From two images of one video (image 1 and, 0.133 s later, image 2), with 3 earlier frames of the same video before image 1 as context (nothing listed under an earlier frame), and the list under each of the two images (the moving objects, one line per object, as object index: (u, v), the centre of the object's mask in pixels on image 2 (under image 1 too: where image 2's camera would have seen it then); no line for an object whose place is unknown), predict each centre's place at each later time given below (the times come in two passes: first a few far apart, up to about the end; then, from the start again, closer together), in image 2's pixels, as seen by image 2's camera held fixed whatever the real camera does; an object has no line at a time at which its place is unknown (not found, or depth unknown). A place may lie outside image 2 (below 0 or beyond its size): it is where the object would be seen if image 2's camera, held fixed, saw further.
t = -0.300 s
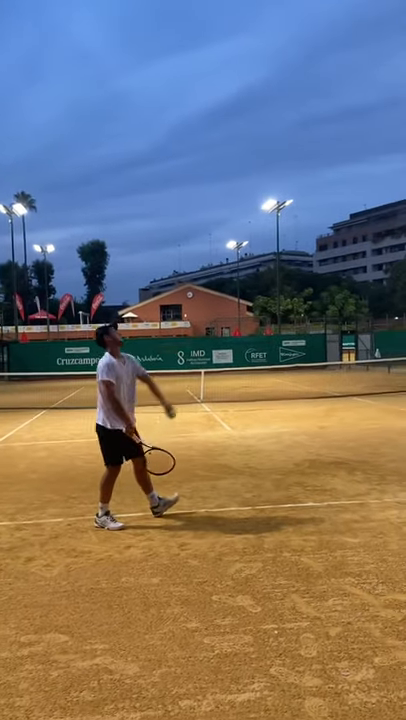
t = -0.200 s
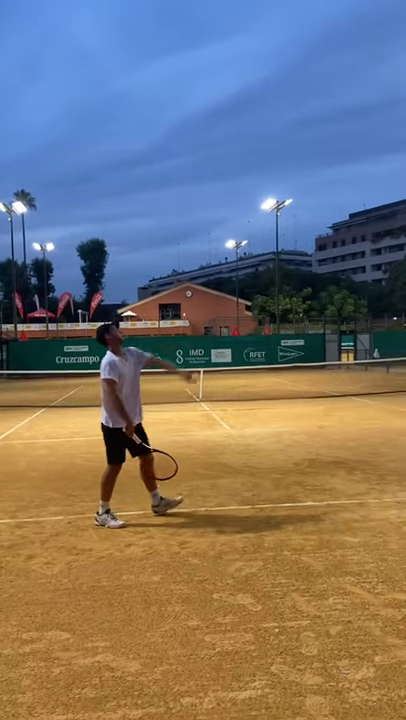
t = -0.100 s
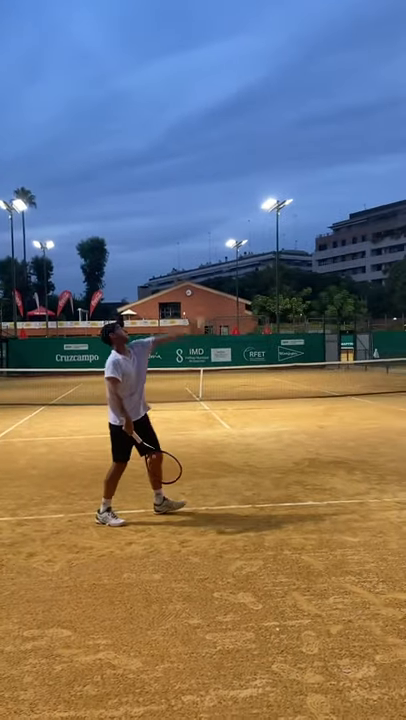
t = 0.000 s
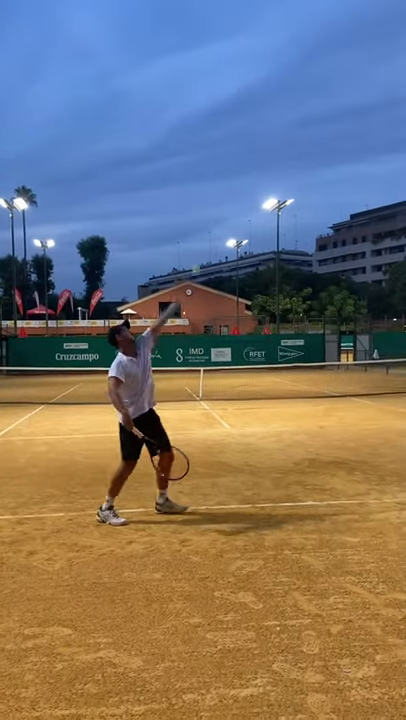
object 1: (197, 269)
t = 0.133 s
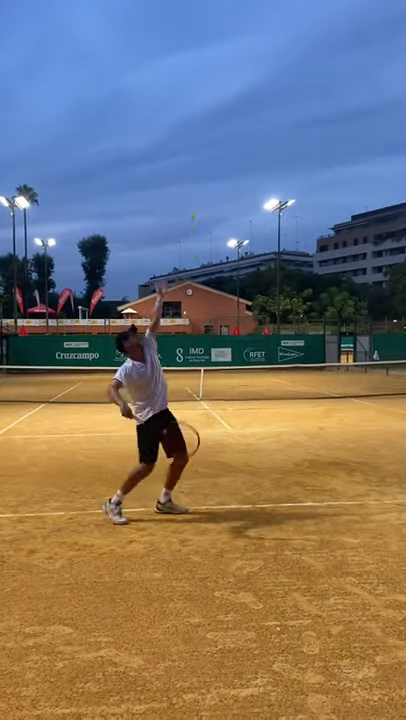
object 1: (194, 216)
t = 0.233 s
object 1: (187, 189)
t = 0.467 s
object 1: (176, 170)
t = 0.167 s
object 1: (188, 208)
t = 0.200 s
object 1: (188, 197)
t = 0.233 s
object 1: (187, 189)
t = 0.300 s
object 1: (183, 178)
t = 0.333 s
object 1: (182, 175)
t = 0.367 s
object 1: (181, 172)
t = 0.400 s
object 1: (179, 170)
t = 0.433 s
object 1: (178, 170)
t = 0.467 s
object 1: (176, 170)
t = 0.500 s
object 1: (176, 171)
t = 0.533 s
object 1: (174, 174)
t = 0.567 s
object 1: (172, 179)
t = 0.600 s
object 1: (171, 184)
